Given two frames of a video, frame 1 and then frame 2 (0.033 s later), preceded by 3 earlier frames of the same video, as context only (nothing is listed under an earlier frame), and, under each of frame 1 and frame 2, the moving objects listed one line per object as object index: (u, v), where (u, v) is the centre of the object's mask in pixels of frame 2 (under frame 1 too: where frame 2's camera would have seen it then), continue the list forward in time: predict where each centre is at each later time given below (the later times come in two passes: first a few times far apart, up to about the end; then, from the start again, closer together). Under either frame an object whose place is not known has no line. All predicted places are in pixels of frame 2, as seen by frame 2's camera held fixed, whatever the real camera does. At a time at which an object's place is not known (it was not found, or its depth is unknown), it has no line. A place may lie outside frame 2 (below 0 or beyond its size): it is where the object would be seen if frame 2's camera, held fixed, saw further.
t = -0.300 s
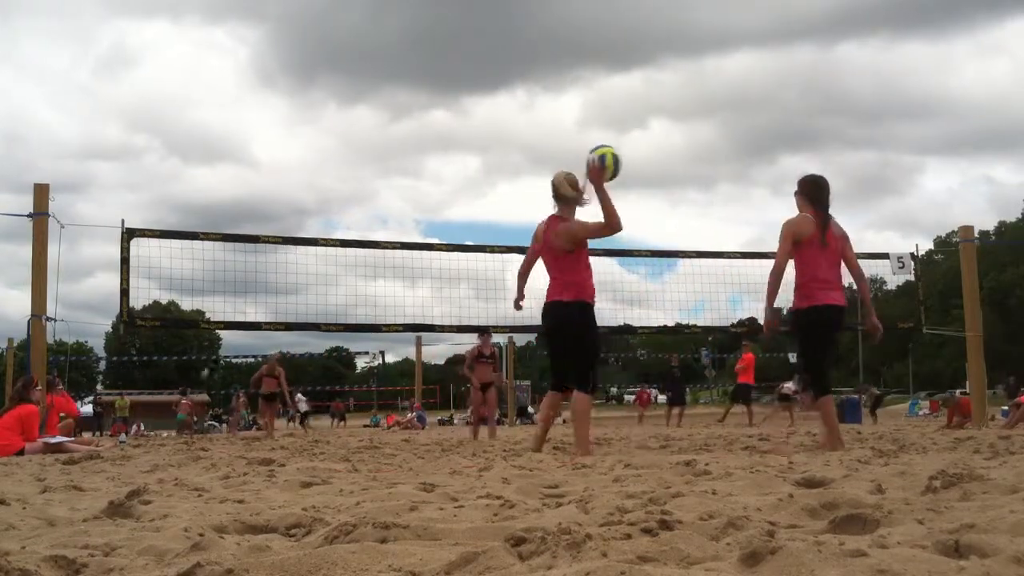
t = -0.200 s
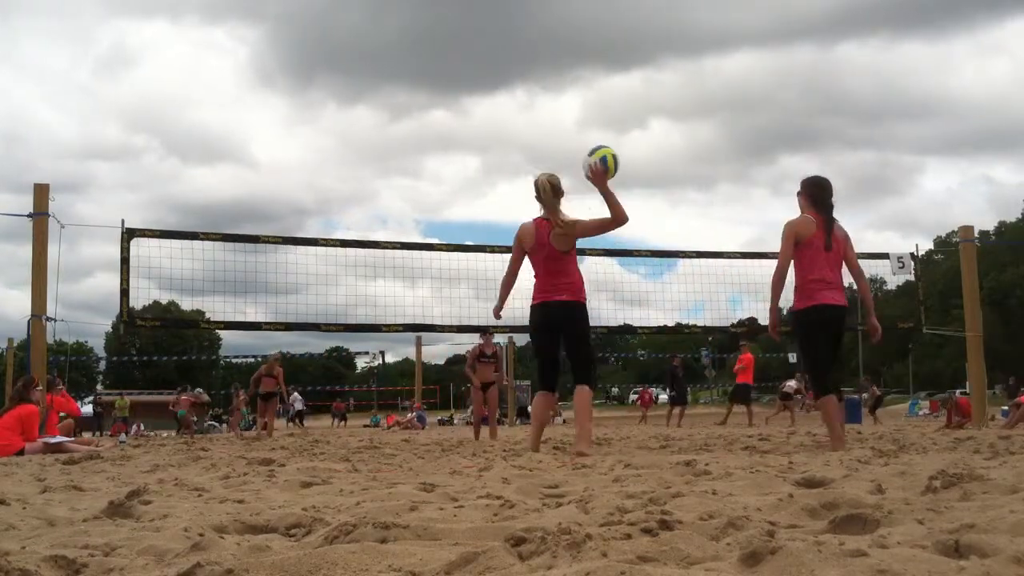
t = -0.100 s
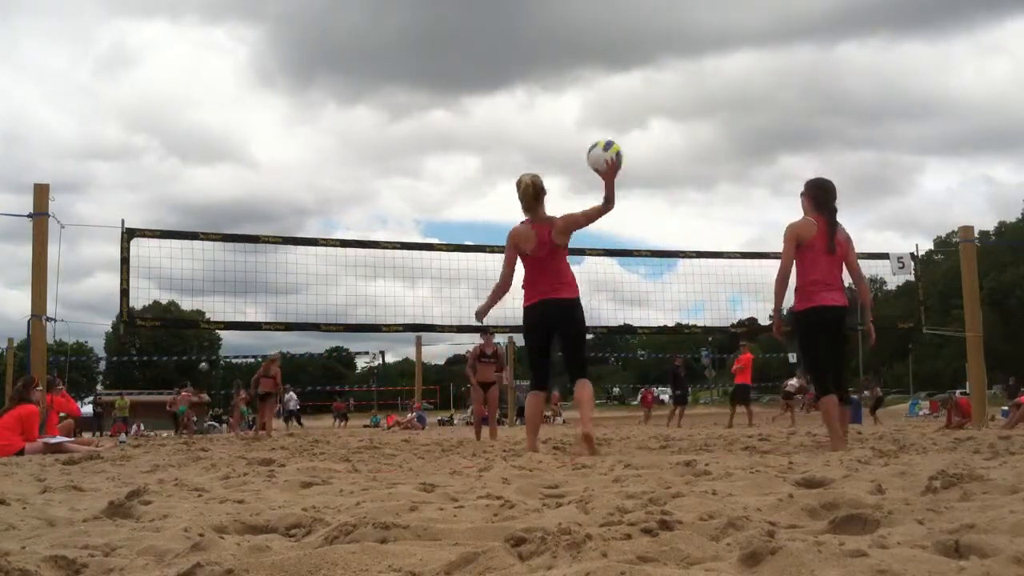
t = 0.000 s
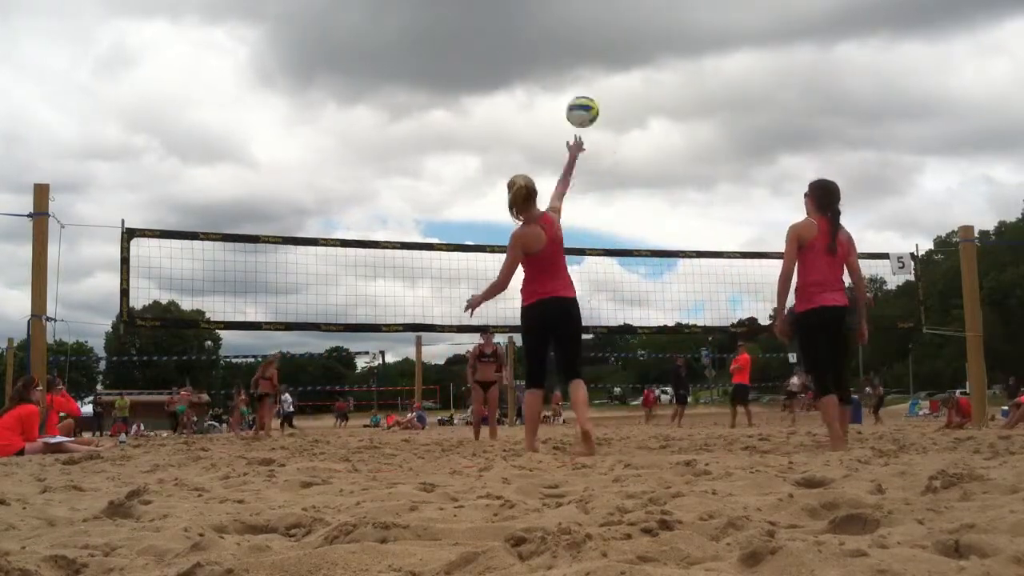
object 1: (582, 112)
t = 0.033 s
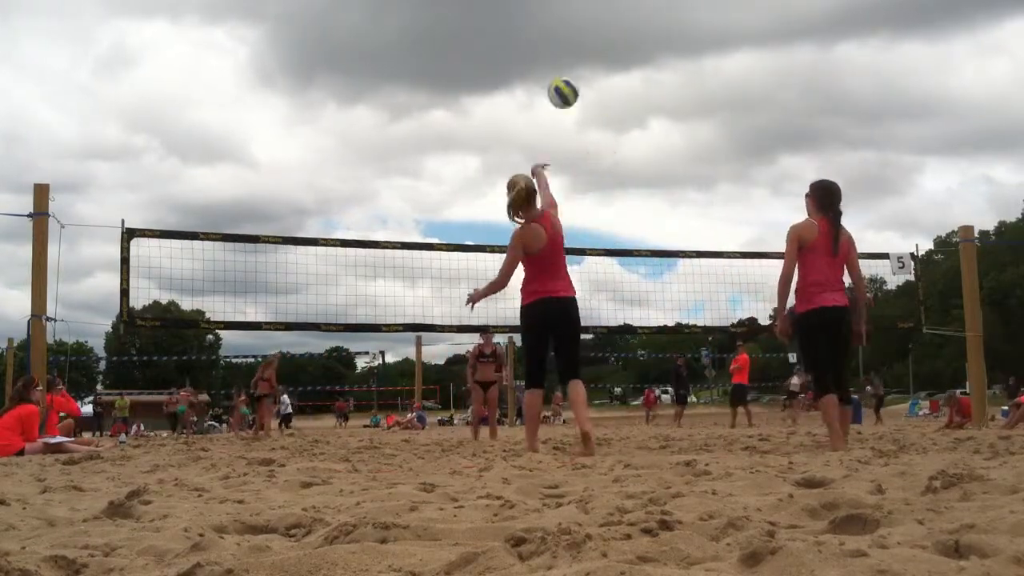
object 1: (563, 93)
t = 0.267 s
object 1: (457, 24)
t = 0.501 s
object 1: (380, 15)
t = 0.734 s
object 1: (315, 49)
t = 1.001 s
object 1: (251, 124)
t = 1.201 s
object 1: (207, 198)
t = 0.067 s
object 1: (545, 77)
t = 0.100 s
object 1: (529, 64)
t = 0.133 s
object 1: (513, 53)
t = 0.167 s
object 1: (498, 43)
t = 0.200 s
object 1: (483, 36)
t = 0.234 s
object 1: (470, 27)
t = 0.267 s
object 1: (457, 24)
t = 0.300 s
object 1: (444, 19)
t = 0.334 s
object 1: (432, 16)
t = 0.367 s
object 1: (421, 13)
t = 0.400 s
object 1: (409, 12)
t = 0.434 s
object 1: (400, 12)
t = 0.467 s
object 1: (388, 13)
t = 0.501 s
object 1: (380, 15)
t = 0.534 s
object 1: (369, 19)
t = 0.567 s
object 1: (360, 21)
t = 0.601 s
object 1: (350, 26)
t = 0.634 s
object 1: (342, 30)
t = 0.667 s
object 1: (332, 37)
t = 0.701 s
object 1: (324, 44)
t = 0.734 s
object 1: (315, 49)
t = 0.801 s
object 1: (298, 65)
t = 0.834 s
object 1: (290, 74)
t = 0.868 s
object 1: (283, 82)
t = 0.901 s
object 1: (275, 93)
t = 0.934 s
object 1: (267, 102)
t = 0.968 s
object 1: (259, 113)
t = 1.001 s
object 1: (251, 124)
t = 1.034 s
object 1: (243, 135)
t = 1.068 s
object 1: (236, 147)
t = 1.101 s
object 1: (230, 160)
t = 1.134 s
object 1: (222, 172)
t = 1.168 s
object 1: (214, 185)
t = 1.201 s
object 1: (207, 198)
